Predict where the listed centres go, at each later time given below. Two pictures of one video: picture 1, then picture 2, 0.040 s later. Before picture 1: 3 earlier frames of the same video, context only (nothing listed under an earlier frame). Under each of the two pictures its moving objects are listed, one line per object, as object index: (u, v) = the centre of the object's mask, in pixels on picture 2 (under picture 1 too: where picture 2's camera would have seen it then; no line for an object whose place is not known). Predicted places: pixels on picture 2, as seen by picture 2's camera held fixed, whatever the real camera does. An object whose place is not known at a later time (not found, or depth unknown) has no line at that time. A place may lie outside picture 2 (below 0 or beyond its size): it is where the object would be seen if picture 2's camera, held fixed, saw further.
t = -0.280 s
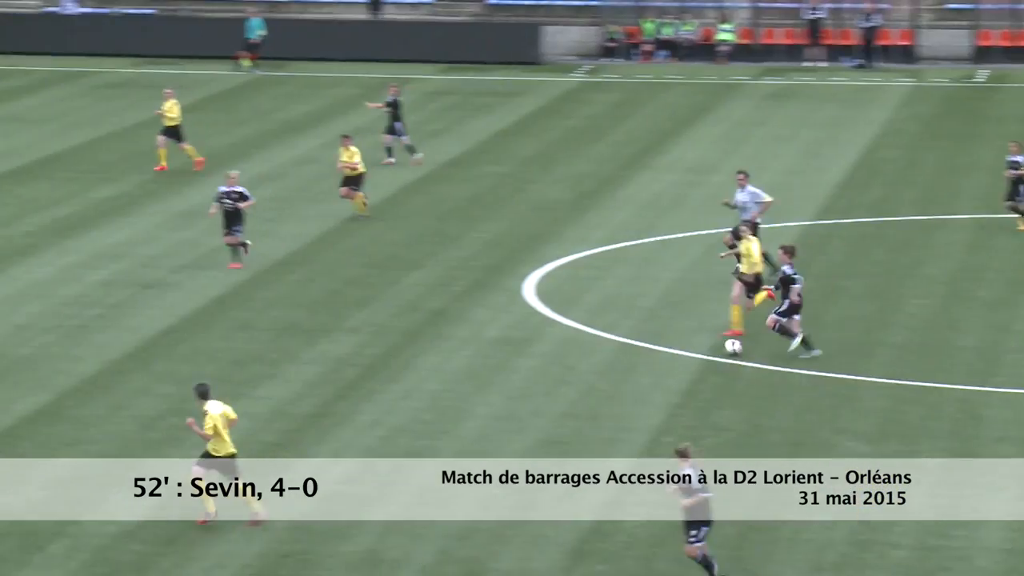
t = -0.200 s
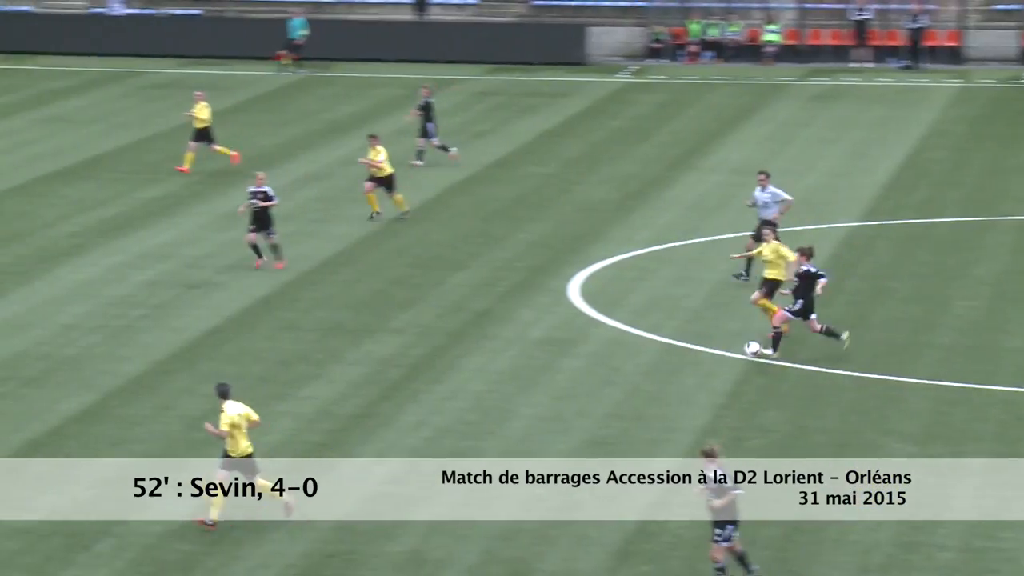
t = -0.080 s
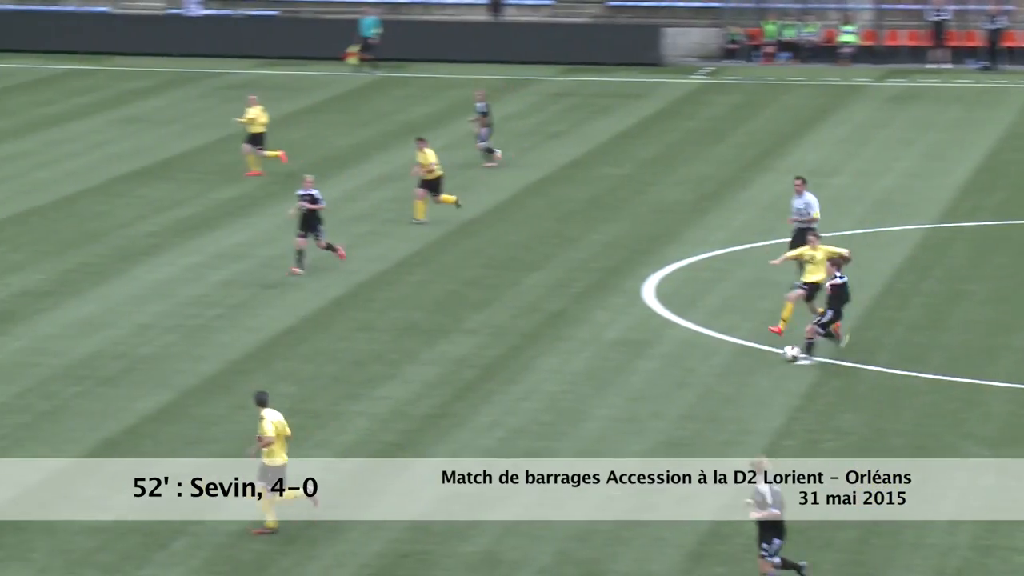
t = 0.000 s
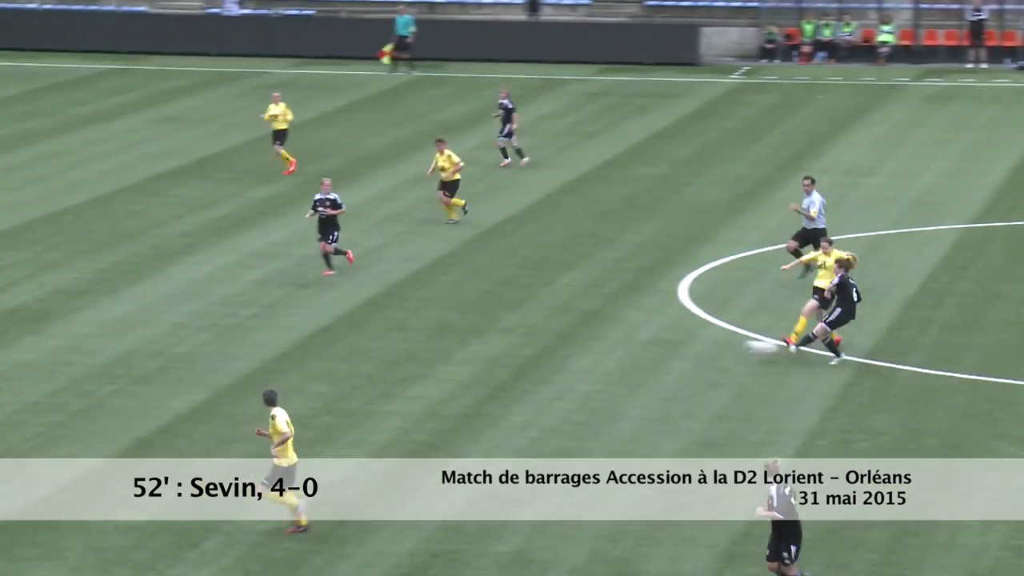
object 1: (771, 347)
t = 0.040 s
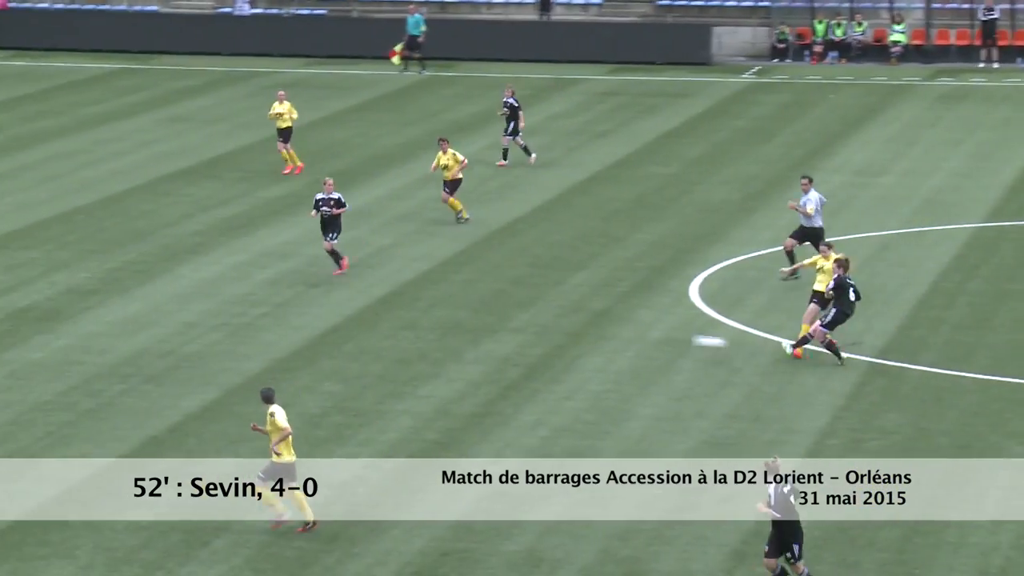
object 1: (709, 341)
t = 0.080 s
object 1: (647, 339)
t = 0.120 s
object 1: (586, 337)
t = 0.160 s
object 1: (526, 338)
